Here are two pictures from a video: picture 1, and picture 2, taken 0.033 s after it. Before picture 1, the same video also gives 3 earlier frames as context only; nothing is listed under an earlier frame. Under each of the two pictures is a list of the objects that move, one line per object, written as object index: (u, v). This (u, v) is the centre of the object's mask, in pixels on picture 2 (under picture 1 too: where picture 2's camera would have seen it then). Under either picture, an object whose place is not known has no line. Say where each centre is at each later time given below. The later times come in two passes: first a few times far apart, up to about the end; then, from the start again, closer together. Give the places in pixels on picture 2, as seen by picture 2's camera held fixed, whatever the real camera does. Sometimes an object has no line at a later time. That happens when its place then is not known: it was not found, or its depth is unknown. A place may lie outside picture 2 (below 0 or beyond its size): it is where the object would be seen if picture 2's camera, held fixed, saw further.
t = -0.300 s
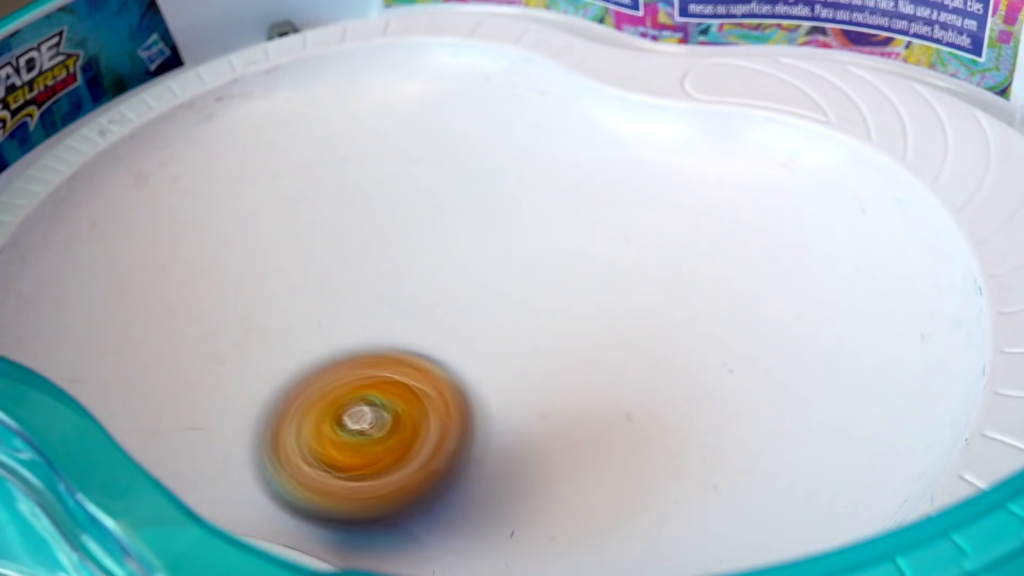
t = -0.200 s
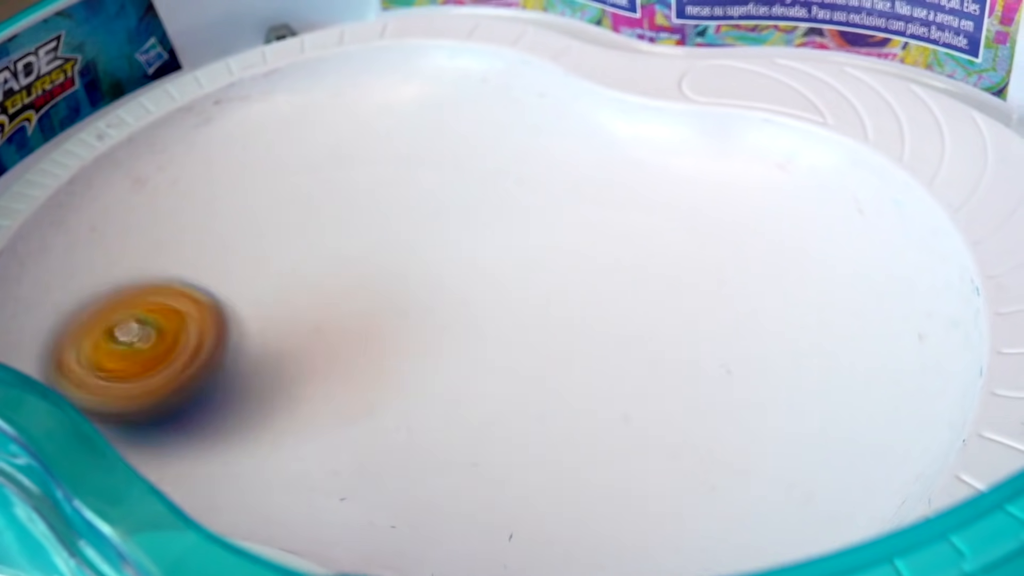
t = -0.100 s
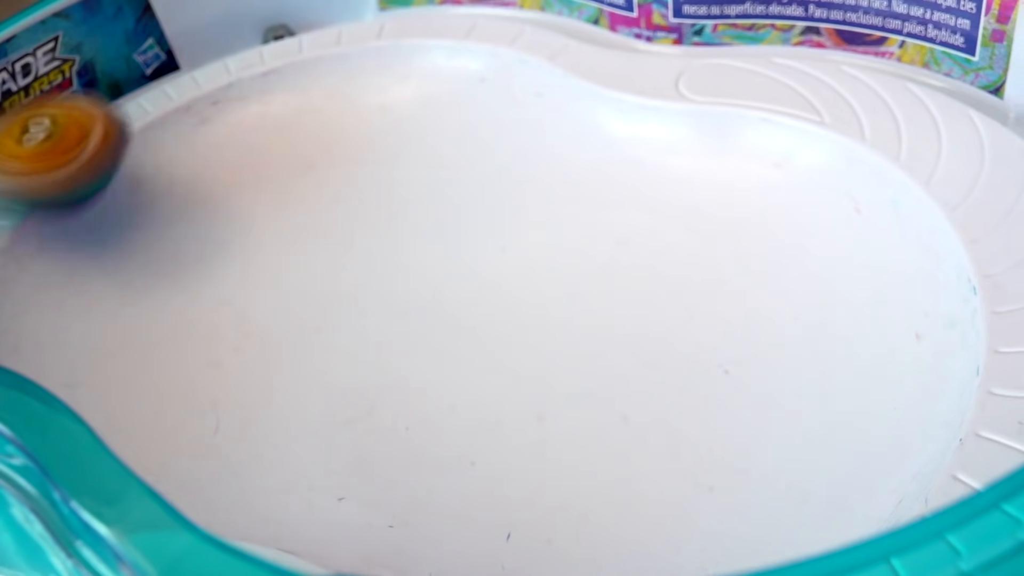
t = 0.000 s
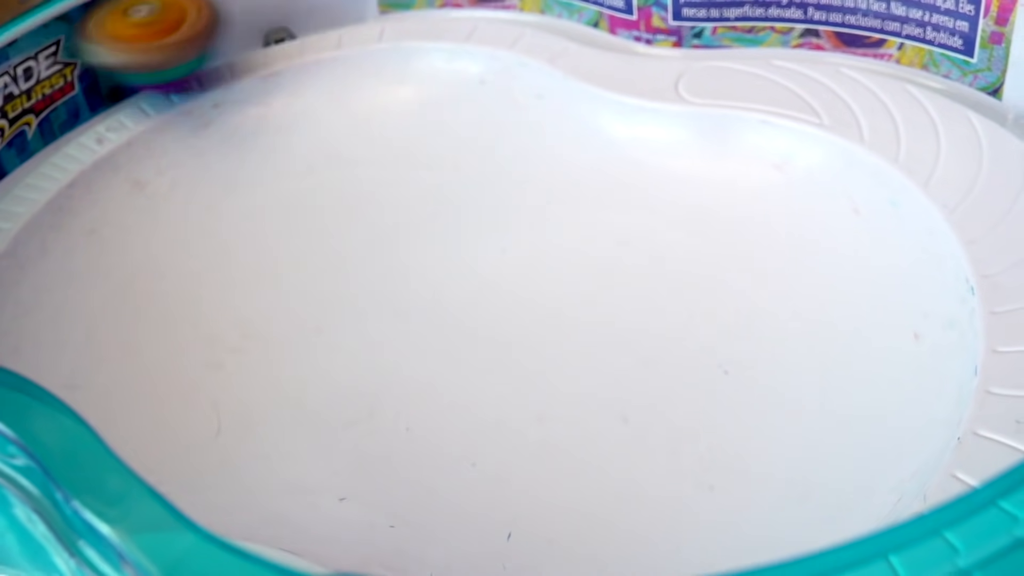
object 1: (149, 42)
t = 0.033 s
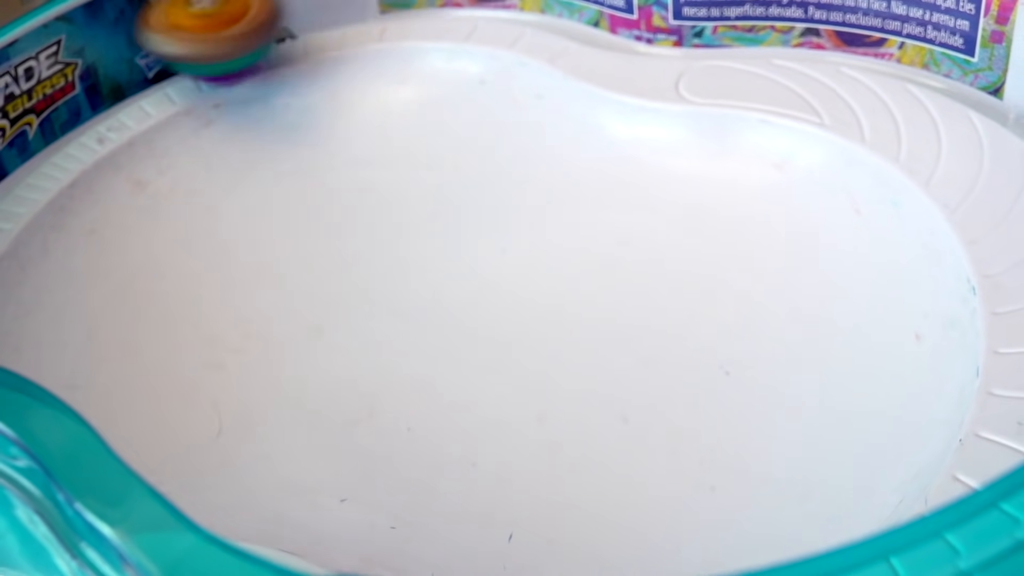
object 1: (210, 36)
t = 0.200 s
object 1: (556, 188)
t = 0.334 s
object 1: (759, 463)
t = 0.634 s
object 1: (338, 415)
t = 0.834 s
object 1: (246, 149)
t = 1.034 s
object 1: (466, 123)
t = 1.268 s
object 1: (832, 419)
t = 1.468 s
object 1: (386, 433)
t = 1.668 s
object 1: (141, 146)
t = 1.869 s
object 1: (446, 81)
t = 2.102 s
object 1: (846, 428)
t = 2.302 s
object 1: (344, 473)
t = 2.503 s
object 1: (154, 221)
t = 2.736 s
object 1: (457, 72)
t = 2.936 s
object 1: (433, 479)
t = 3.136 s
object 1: (535, 476)
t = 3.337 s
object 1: (651, 341)
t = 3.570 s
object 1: (772, 416)
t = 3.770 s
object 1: (487, 501)
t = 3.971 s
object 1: (344, 296)
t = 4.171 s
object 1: (413, 160)
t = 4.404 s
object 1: (556, 182)
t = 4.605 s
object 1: (745, 275)
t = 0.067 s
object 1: (271, 36)
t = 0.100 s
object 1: (345, 51)
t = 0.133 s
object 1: (419, 91)
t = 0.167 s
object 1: (486, 131)
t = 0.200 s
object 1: (556, 188)
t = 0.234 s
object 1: (640, 271)
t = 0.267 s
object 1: (722, 363)
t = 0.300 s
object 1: (792, 454)
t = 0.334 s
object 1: (759, 463)
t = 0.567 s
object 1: (379, 481)
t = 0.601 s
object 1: (362, 463)
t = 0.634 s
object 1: (338, 415)
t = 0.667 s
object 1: (316, 370)
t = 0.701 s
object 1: (288, 324)
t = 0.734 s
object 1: (263, 281)
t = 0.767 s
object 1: (246, 235)
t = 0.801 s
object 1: (239, 192)
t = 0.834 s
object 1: (246, 149)
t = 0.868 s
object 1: (262, 110)
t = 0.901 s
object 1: (289, 80)
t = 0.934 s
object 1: (326, 77)
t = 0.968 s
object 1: (376, 97)
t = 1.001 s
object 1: (420, 108)
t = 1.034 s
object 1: (466, 123)
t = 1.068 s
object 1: (514, 147)
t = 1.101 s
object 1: (564, 184)
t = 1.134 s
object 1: (626, 232)
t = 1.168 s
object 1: (697, 279)
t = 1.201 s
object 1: (761, 324)
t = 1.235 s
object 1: (808, 369)
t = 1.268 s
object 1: (832, 419)
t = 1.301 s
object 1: (794, 447)
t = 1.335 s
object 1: (738, 482)
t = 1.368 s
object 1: (664, 499)
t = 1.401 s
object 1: (571, 495)
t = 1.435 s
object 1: (471, 477)
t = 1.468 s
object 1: (386, 433)
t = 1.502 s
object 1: (313, 389)
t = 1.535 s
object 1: (249, 353)
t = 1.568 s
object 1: (193, 313)
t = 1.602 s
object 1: (156, 262)
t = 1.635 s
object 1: (137, 205)
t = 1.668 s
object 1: (141, 146)
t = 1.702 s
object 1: (173, 100)
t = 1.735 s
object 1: (212, 74)
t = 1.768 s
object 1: (262, 58)
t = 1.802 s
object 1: (323, 59)
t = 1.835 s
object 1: (381, 63)
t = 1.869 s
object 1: (446, 81)
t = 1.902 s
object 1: (506, 101)
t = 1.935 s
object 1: (566, 137)
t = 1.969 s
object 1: (632, 190)
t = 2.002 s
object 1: (715, 252)
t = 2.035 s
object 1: (794, 312)
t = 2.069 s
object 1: (854, 377)
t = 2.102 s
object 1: (846, 428)
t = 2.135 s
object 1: (794, 472)
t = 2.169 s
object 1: (714, 498)
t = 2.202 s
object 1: (619, 511)
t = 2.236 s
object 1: (507, 511)
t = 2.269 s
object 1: (409, 498)
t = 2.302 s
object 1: (344, 473)
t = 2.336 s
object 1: (306, 445)
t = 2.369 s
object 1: (256, 397)
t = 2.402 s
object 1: (218, 360)
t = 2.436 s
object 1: (178, 315)
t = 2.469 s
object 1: (158, 269)
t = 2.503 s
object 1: (154, 221)
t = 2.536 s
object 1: (167, 170)
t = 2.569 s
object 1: (194, 125)
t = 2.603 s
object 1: (238, 90)
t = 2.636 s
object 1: (292, 68)
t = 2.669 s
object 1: (343, 55)
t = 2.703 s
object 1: (403, 54)
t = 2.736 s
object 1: (457, 72)
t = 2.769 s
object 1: (489, 110)
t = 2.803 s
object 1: (504, 174)
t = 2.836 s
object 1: (513, 252)
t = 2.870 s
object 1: (505, 338)
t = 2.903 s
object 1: (474, 418)
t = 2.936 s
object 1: (433, 479)
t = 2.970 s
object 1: (406, 482)
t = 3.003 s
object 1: (416, 471)
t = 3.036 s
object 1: (438, 480)
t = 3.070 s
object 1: (468, 502)
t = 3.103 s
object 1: (503, 490)
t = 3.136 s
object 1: (535, 476)
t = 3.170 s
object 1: (559, 446)
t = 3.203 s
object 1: (582, 416)
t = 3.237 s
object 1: (600, 390)
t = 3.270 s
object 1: (617, 368)
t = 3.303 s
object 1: (631, 352)
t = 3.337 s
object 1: (651, 341)
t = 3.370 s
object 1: (670, 336)
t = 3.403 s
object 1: (691, 337)
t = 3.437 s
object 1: (713, 343)
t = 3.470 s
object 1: (737, 354)
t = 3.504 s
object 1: (757, 369)
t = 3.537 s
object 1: (769, 391)
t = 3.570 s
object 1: (772, 416)
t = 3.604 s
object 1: (765, 445)
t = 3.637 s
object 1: (739, 475)
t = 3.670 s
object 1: (694, 493)
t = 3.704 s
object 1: (636, 505)
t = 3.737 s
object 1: (565, 509)
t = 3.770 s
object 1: (487, 501)
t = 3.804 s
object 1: (426, 479)
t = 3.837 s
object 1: (388, 439)
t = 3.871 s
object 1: (363, 399)
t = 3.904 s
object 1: (350, 363)
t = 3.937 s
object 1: (344, 328)
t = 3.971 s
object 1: (344, 296)
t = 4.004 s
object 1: (348, 265)
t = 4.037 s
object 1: (356, 238)
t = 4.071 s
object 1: (367, 213)
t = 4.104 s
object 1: (381, 191)
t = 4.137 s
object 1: (397, 174)
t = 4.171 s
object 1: (413, 160)
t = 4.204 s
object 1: (431, 150)
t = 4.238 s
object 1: (449, 145)
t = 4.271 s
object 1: (468, 144)
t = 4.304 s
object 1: (487, 148)
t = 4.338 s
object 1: (507, 156)
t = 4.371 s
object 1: (530, 167)
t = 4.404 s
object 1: (556, 182)
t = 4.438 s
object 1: (588, 200)
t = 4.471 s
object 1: (622, 220)
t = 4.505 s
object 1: (658, 239)
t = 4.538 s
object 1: (693, 255)
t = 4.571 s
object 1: (724, 266)
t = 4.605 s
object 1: (745, 275)
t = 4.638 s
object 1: (755, 289)
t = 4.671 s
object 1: (754, 307)
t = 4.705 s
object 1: (742, 327)
